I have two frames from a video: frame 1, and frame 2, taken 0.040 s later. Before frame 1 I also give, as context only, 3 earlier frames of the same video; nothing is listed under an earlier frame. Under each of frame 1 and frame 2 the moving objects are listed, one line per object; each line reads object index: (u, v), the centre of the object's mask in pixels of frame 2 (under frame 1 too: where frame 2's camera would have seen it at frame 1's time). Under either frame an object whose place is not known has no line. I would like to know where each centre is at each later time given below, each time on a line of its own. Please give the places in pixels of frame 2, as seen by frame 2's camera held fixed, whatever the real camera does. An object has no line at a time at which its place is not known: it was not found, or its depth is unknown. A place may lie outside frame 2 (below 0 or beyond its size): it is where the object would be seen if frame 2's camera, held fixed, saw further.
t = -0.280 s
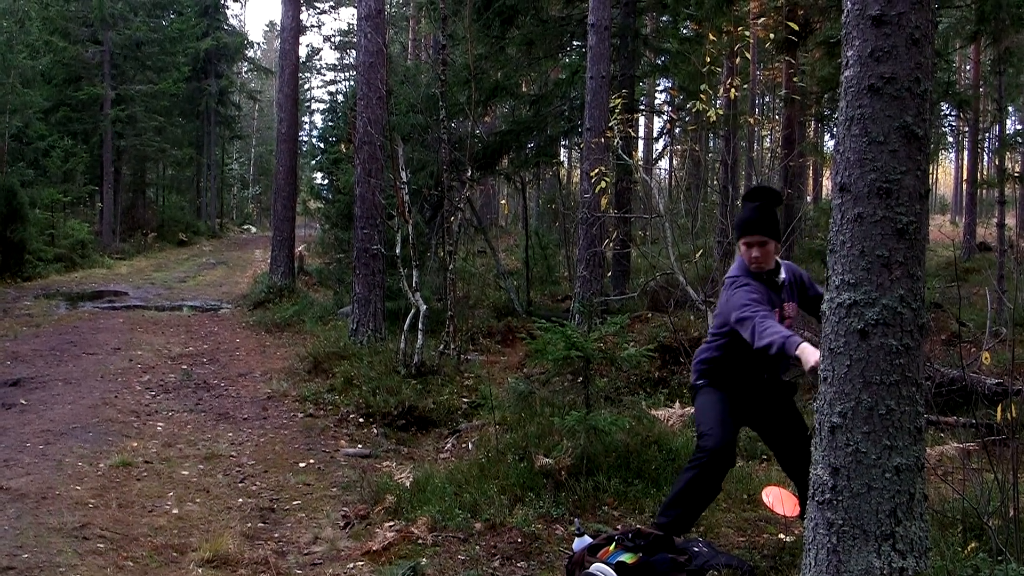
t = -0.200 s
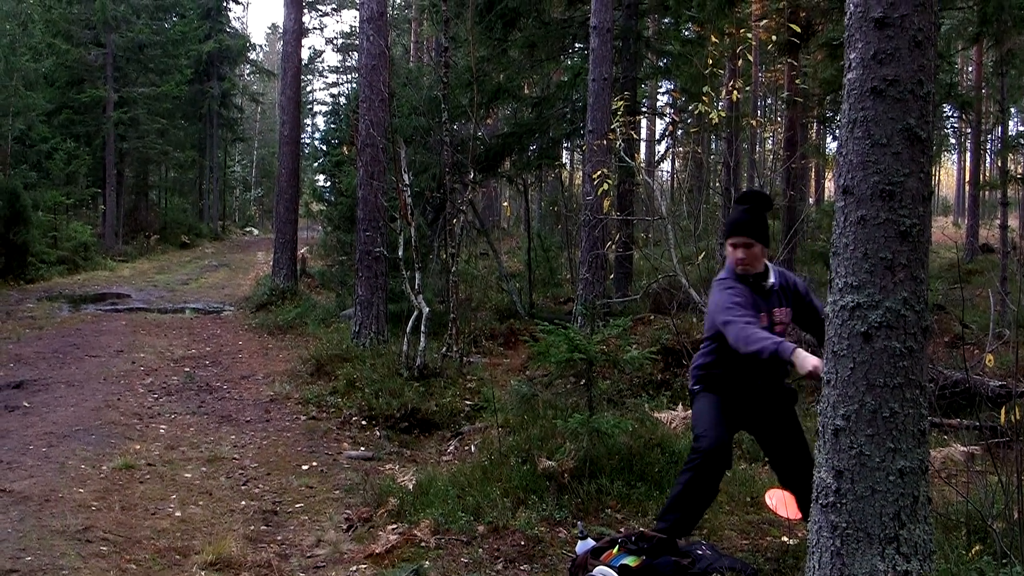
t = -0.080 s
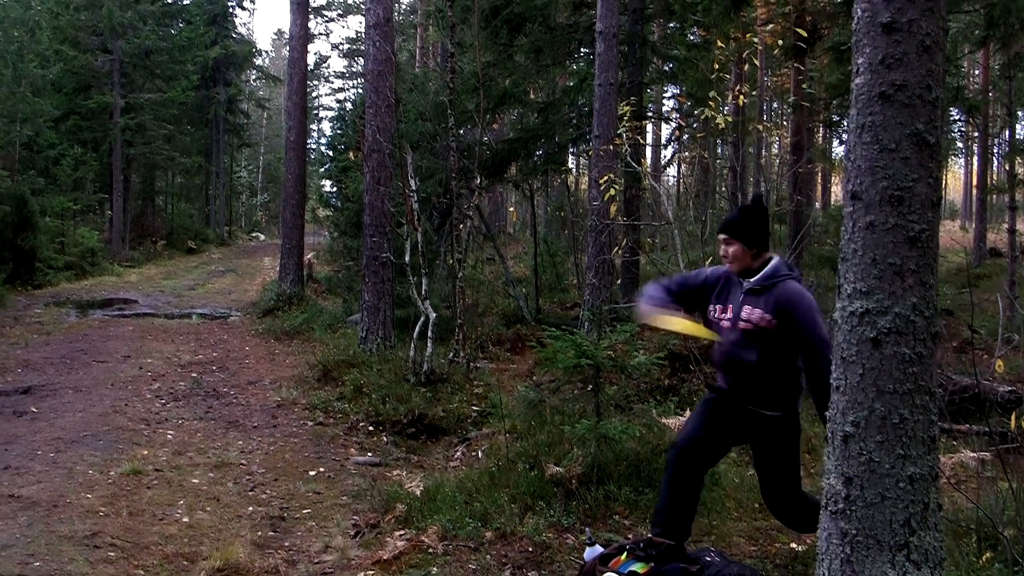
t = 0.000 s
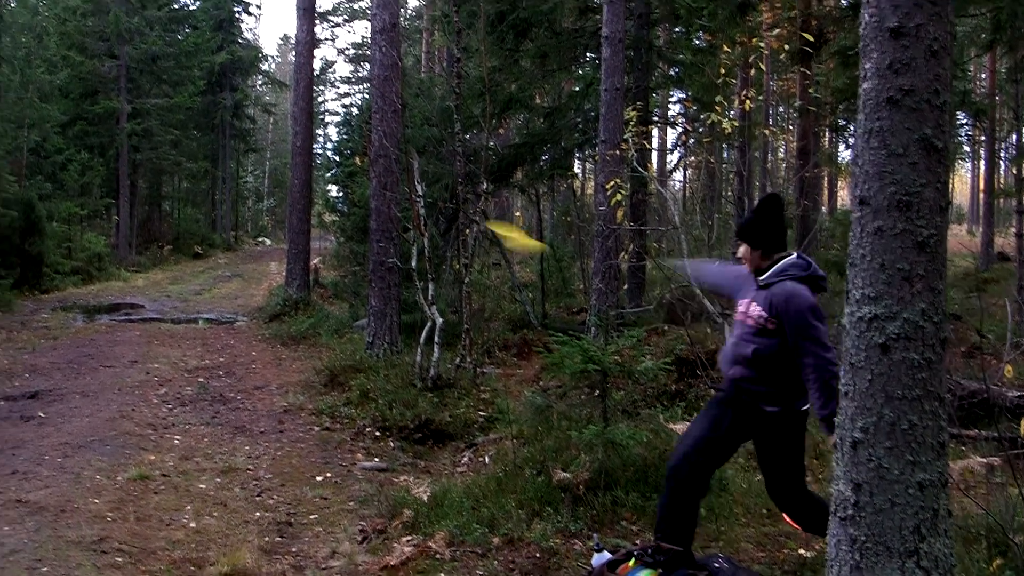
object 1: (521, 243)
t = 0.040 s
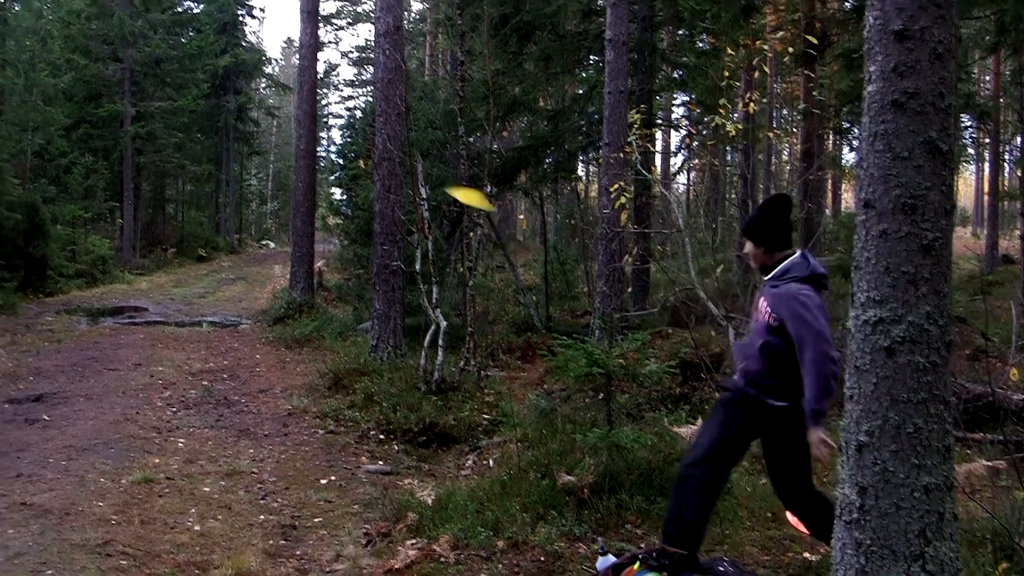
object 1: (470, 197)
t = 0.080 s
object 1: (433, 165)
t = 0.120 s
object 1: (402, 135)
